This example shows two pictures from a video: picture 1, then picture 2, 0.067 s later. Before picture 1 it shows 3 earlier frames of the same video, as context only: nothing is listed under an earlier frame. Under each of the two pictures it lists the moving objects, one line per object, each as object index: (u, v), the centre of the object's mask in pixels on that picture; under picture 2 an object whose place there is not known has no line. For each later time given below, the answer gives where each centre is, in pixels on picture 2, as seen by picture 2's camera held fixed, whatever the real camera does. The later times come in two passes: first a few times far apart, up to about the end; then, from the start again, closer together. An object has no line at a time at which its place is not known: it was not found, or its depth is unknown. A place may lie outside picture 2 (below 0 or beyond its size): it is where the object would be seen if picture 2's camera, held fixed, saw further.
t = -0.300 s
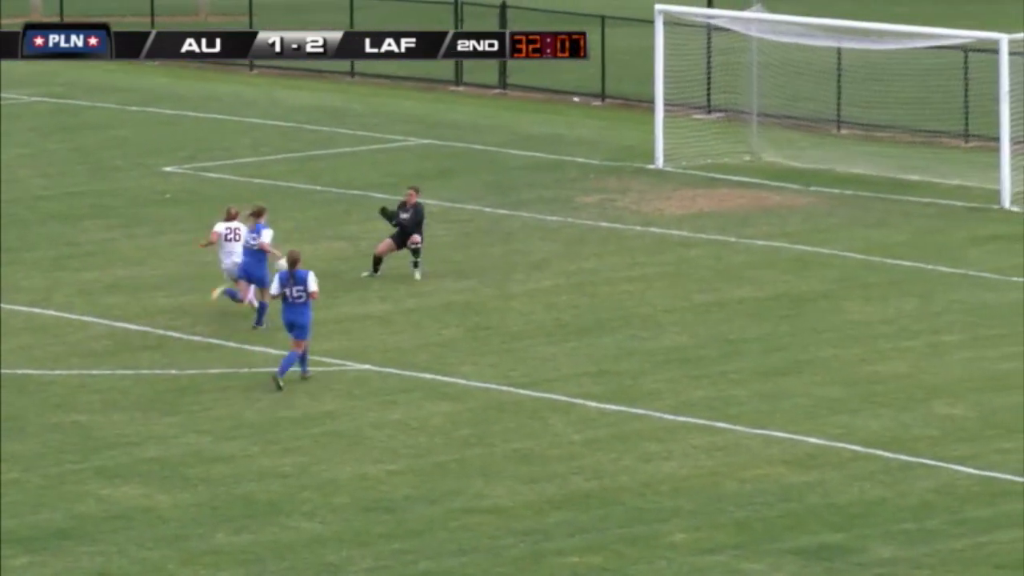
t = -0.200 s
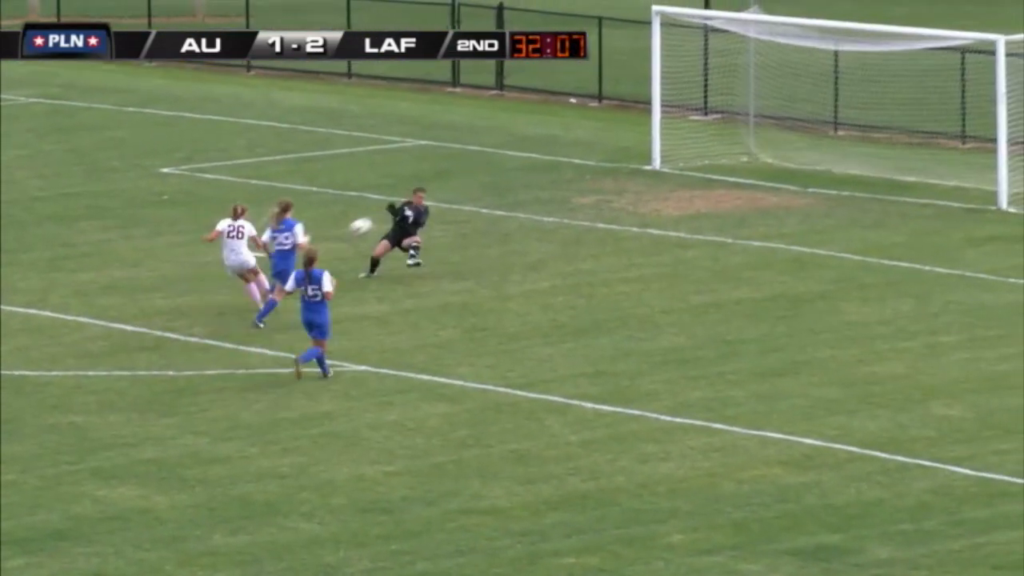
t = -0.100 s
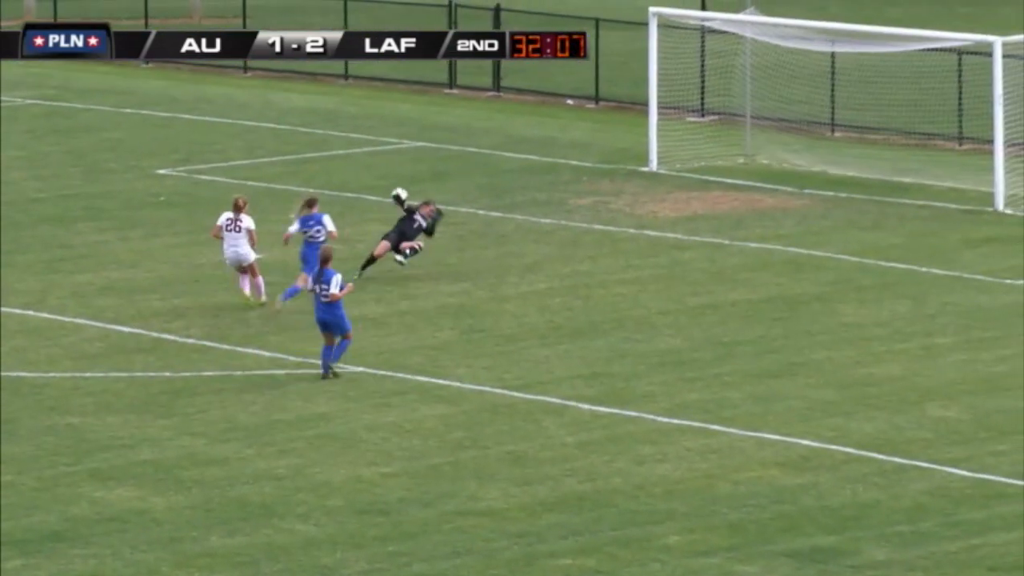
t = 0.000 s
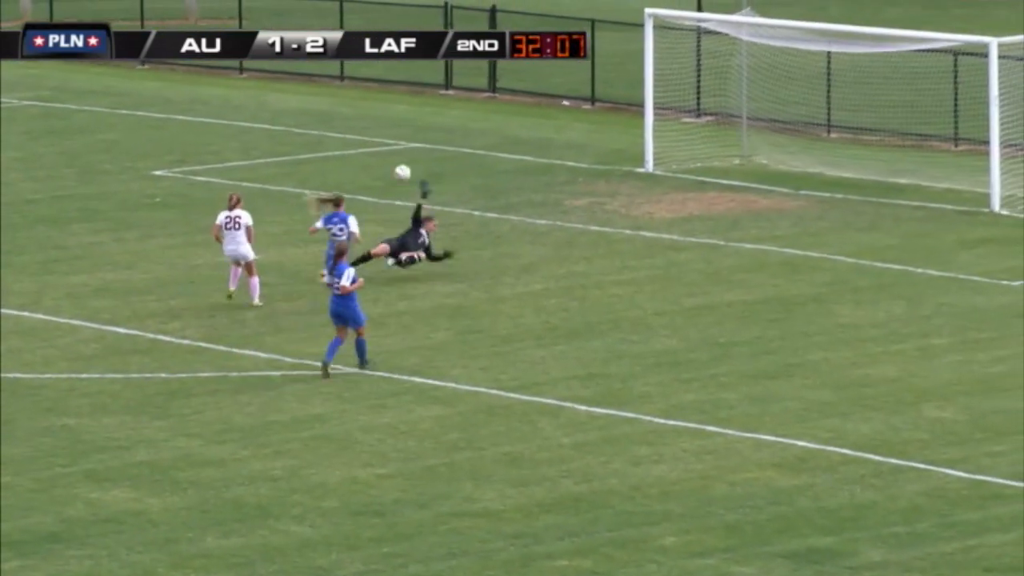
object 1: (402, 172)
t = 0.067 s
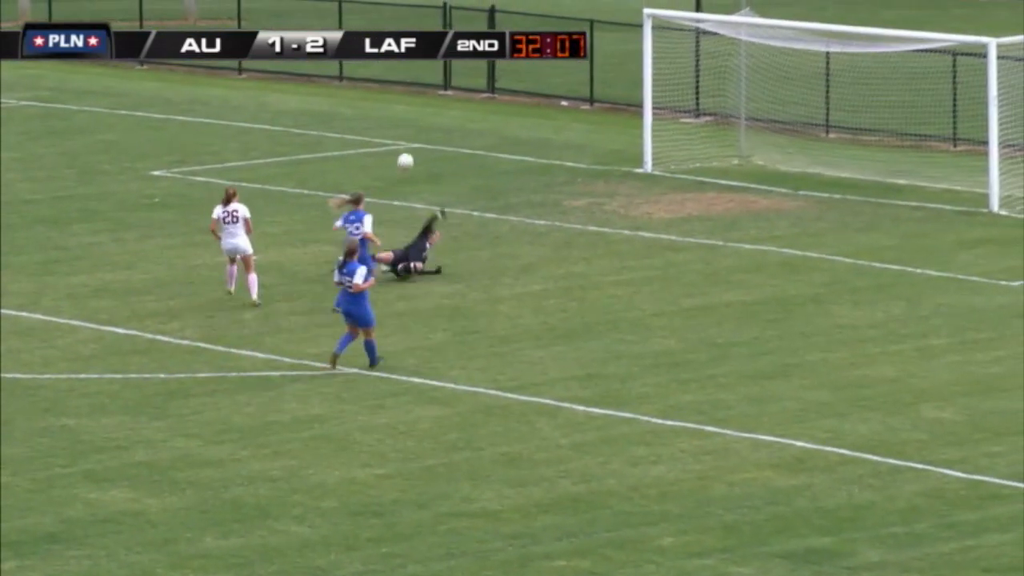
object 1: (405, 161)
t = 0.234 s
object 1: (415, 146)
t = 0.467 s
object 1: (429, 159)
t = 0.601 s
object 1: (436, 182)
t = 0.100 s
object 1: (408, 157)
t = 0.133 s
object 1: (409, 152)
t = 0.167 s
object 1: (411, 150)
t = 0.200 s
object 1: (413, 148)
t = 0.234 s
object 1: (415, 146)
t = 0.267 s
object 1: (417, 146)
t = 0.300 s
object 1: (419, 146)
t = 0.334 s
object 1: (421, 147)
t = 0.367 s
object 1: (423, 149)
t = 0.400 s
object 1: (425, 151)
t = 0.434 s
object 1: (427, 155)
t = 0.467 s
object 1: (429, 159)
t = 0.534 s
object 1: (433, 170)
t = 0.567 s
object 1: (435, 176)
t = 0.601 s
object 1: (436, 182)
